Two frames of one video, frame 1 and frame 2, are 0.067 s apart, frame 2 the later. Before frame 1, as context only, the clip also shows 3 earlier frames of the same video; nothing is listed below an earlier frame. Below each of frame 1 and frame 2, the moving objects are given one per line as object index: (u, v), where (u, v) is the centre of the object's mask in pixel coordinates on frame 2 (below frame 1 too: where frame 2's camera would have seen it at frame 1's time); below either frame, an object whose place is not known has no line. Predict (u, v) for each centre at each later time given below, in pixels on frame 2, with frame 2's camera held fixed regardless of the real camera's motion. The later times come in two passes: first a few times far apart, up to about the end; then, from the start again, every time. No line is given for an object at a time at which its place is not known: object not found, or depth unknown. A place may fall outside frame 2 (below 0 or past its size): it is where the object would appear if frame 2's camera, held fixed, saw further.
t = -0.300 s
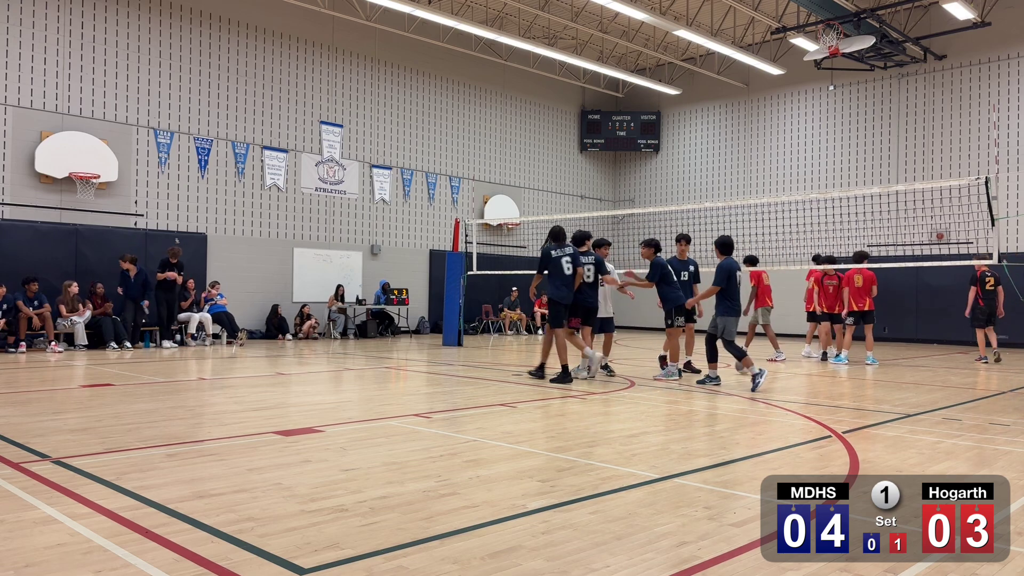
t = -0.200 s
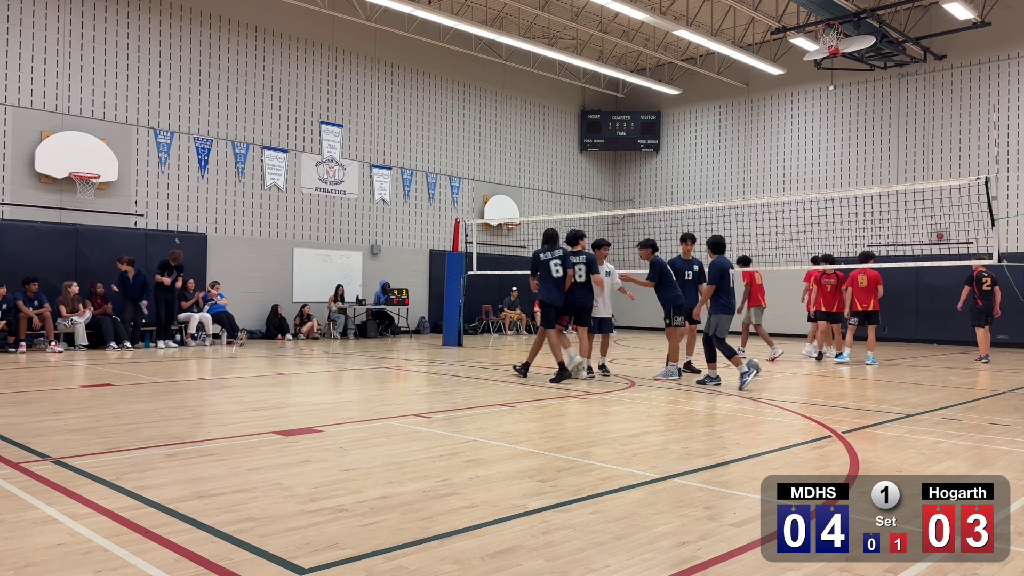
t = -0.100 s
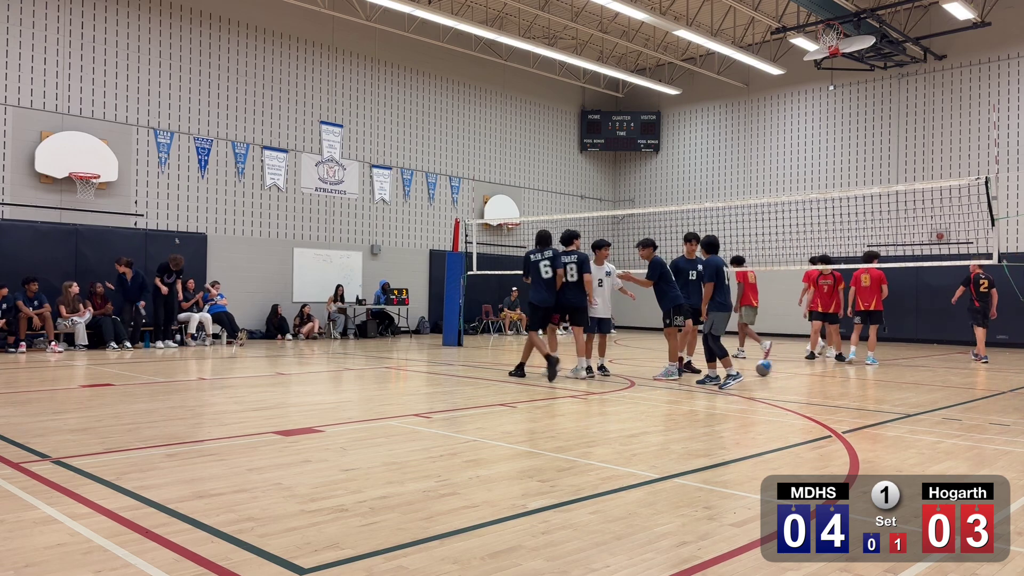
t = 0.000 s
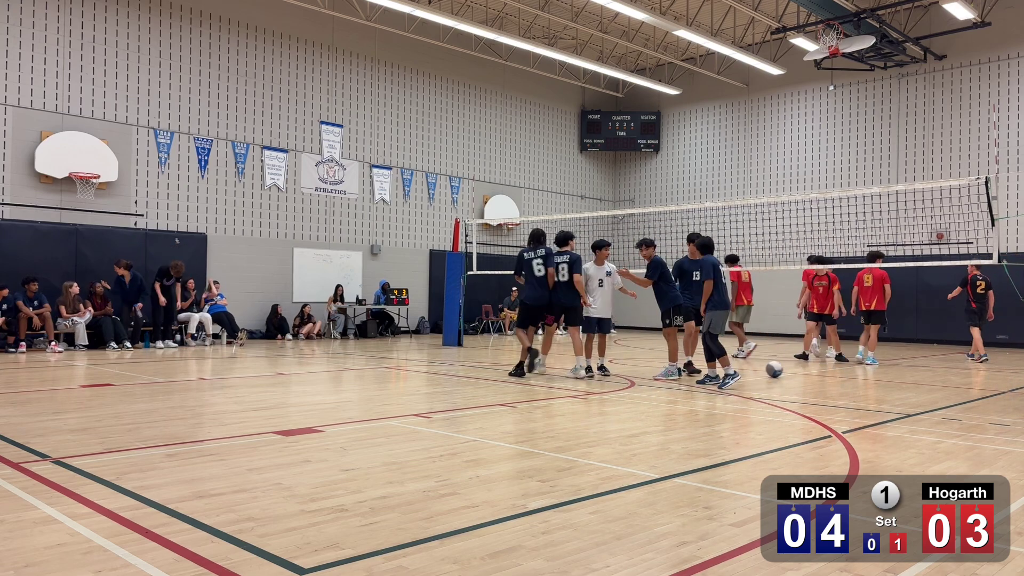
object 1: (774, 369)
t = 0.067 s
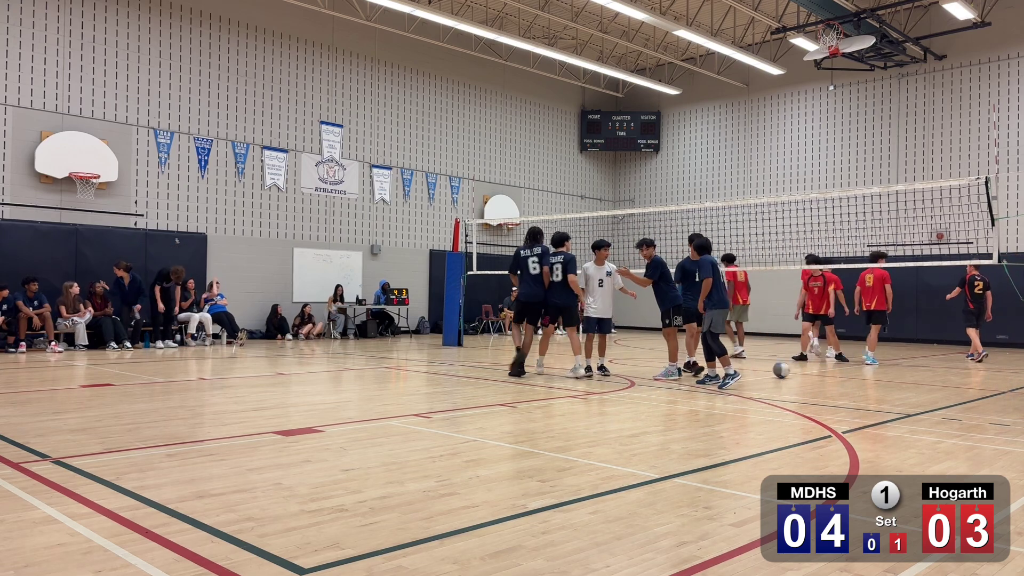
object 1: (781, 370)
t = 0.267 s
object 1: (803, 372)
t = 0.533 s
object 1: (832, 374)
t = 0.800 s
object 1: (862, 377)
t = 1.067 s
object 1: (893, 380)
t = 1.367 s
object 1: (930, 383)
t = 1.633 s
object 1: (965, 386)
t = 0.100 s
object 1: (785, 370)
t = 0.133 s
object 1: (788, 370)
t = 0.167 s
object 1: (792, 371)
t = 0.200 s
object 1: (795, 371)
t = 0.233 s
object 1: (799, 371)
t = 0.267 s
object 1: (803, 372)
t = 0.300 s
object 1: (806, 373)
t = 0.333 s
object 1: (809, 372)
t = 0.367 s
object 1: (813, 373)
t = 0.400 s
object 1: (817, 373)
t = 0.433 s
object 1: (820, 374)
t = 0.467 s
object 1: (824, 374)
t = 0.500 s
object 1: (828, 374)
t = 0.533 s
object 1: (832, 374)
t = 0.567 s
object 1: (836, 375)
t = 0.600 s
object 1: (840, 375)
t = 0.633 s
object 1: (843, 375)
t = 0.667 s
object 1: (847, 376)
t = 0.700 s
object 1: (851, 376)
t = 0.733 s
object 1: (854, 377)
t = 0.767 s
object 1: (858, 377)
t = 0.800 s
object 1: (862, 377)
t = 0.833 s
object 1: (866, 377)
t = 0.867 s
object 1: (869, 378)
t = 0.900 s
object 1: (873, 378)
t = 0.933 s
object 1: (877, 379)
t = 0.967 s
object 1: (881, 379)
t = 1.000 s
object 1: (885, 380)
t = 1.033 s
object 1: (890, 380)
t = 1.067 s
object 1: (893, 380)
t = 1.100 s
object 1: (898, 381)
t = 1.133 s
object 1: (902, 381)
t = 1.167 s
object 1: (906, 381)
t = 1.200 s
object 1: (910, 381)
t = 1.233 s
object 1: (914, 382)
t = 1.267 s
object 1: (918, 382)
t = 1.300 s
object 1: (922, 382)
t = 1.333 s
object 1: (926, 383)
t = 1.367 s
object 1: (930, 383)
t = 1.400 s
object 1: (934, 384)
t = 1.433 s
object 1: (938, 384)
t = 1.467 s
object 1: (943, 384)
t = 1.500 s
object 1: (947, 385)
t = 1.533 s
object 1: (952, 385)
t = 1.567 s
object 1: (956, 386)
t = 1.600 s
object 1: (960, 386)
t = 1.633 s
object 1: (965, 386)
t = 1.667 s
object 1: (969, 387)
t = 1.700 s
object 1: (973, 387)
